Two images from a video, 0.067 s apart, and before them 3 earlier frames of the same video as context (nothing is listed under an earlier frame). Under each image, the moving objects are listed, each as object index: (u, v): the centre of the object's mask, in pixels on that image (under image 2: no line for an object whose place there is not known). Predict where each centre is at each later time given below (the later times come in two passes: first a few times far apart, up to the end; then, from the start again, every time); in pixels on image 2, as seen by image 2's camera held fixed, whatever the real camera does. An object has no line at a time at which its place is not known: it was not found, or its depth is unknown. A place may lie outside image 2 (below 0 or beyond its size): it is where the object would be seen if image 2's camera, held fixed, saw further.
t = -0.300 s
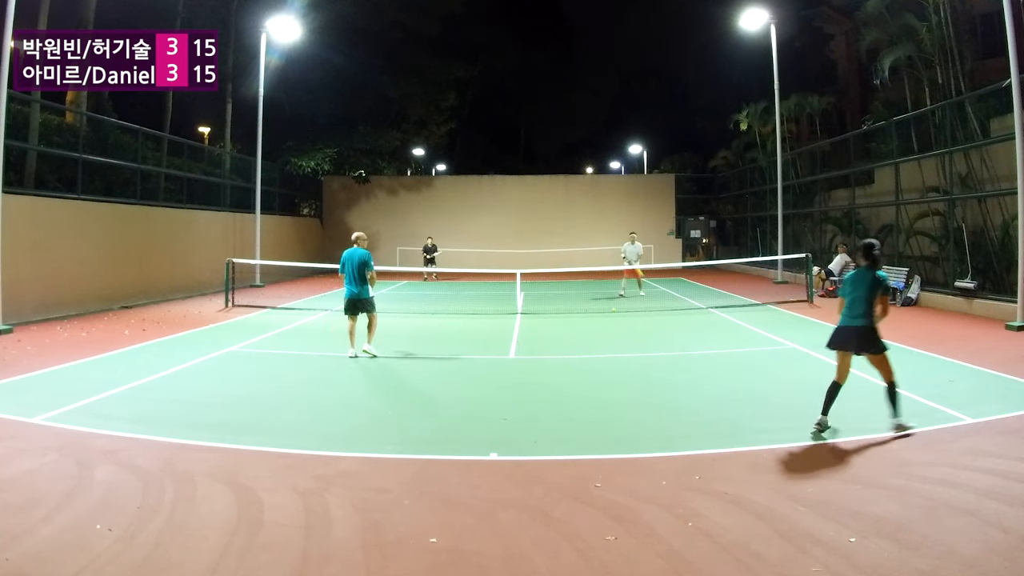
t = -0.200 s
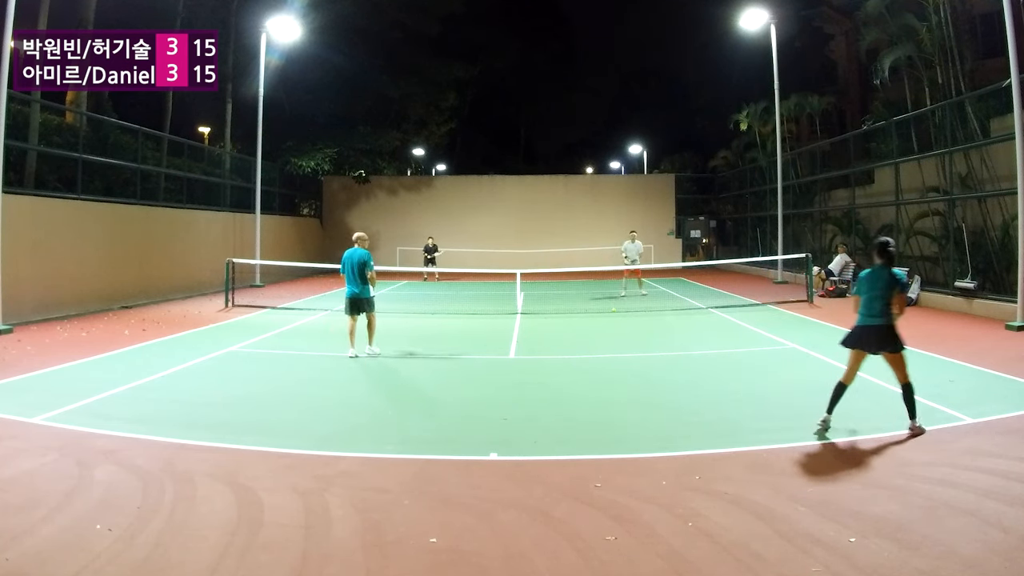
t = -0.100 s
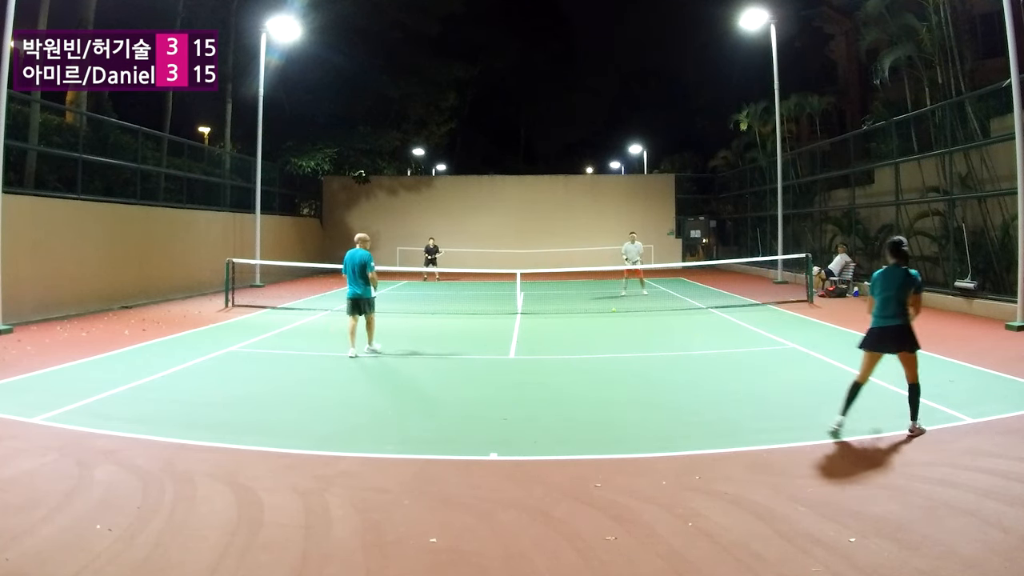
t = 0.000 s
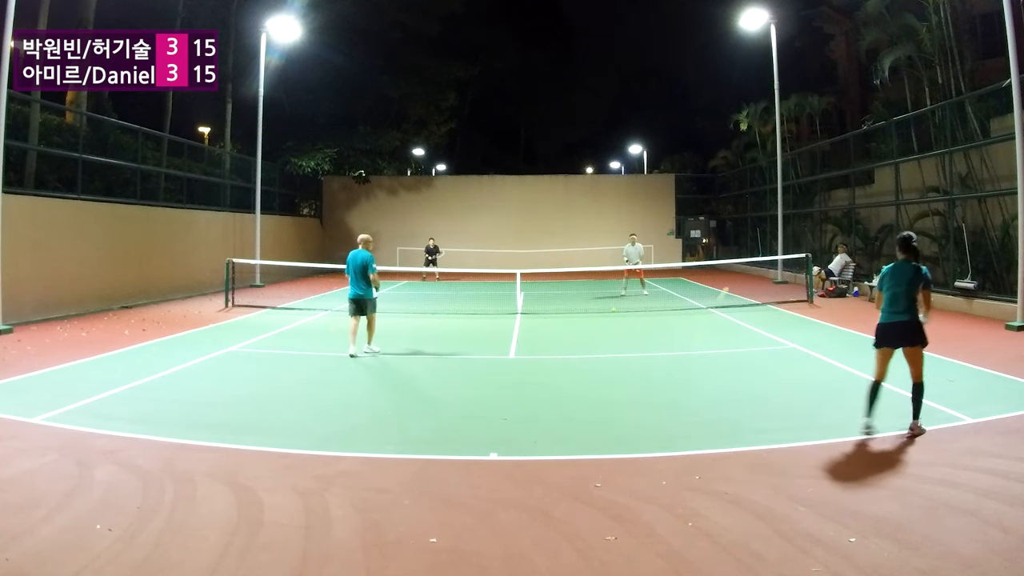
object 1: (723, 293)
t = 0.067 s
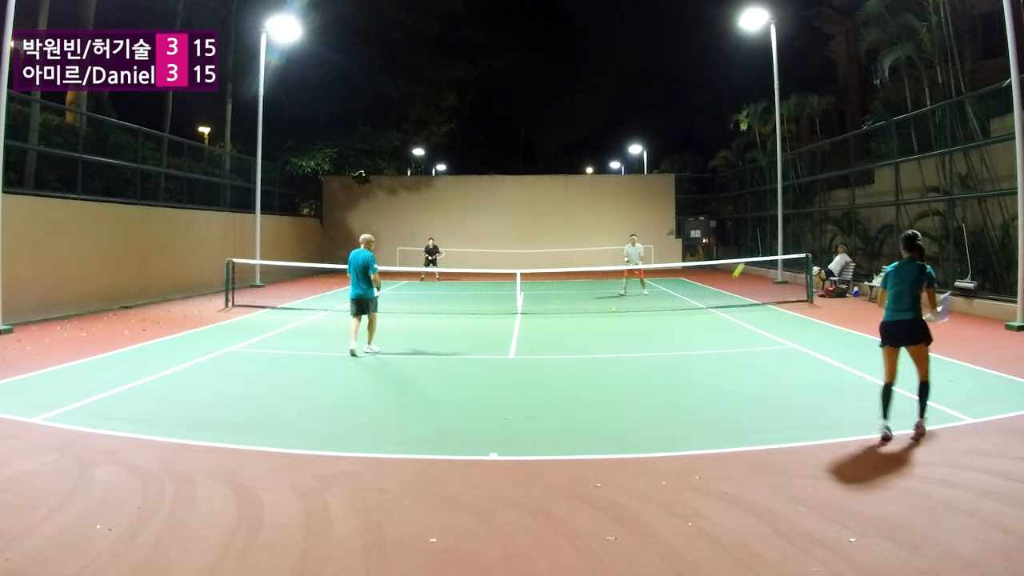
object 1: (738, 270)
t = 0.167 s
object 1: (763, 239)
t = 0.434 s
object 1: (840, 187)
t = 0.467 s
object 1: (850, 185)
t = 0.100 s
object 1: (747, 258)
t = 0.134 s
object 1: (754, 249)
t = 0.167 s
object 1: (763, 239)
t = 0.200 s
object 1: (771, 230)
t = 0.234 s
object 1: (781, 220)
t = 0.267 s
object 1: (790, 213)
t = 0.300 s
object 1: (799, 206)
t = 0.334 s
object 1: (809, 201)
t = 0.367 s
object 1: (819, 195)
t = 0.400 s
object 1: (829, 191)
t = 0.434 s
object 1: (840, 187)
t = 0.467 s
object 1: (850, 185)
